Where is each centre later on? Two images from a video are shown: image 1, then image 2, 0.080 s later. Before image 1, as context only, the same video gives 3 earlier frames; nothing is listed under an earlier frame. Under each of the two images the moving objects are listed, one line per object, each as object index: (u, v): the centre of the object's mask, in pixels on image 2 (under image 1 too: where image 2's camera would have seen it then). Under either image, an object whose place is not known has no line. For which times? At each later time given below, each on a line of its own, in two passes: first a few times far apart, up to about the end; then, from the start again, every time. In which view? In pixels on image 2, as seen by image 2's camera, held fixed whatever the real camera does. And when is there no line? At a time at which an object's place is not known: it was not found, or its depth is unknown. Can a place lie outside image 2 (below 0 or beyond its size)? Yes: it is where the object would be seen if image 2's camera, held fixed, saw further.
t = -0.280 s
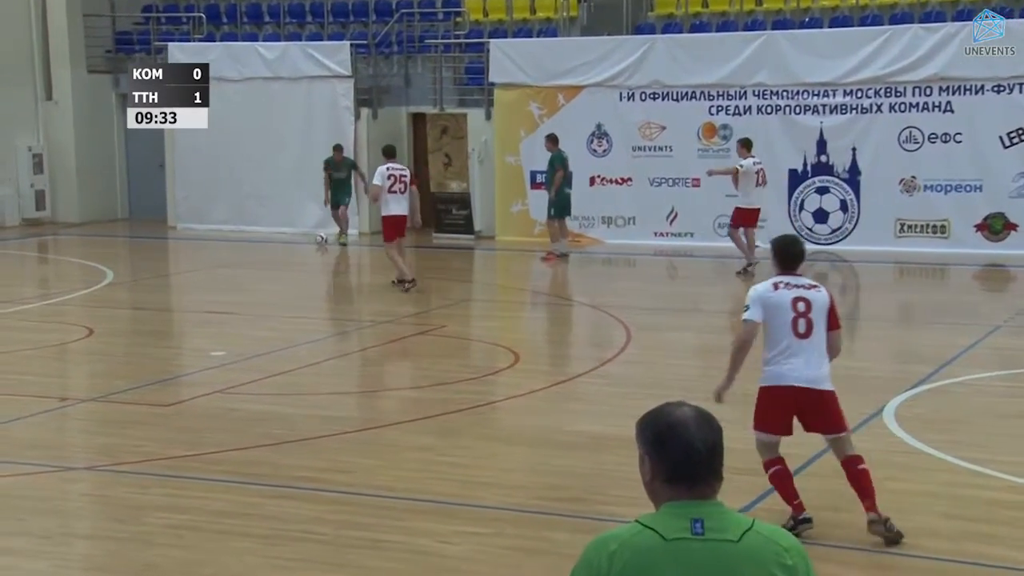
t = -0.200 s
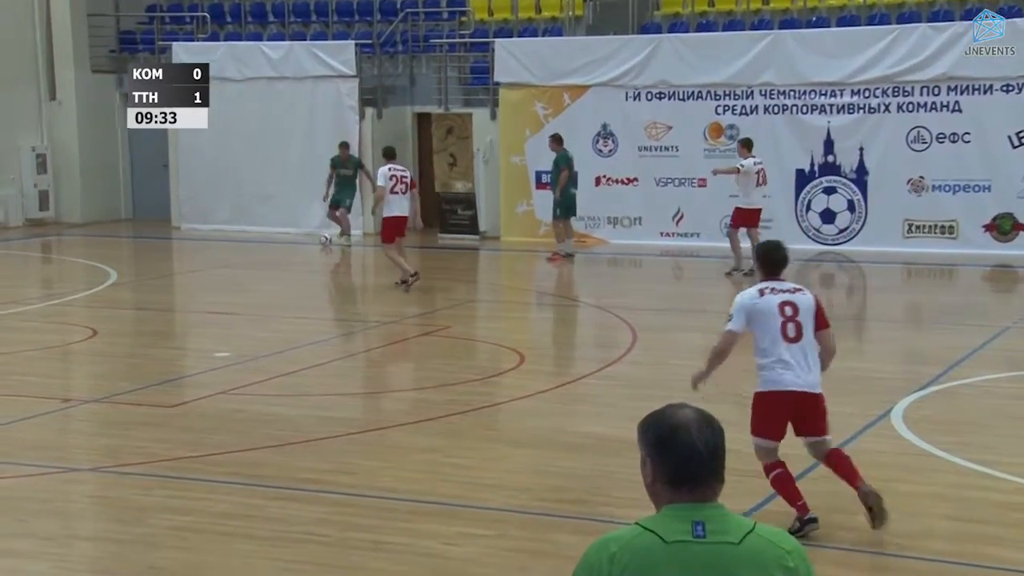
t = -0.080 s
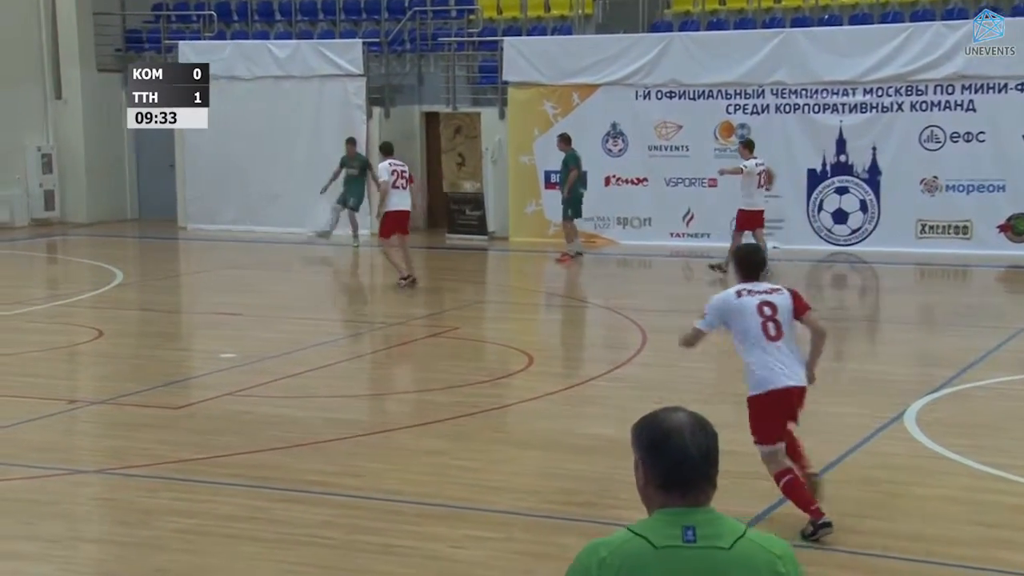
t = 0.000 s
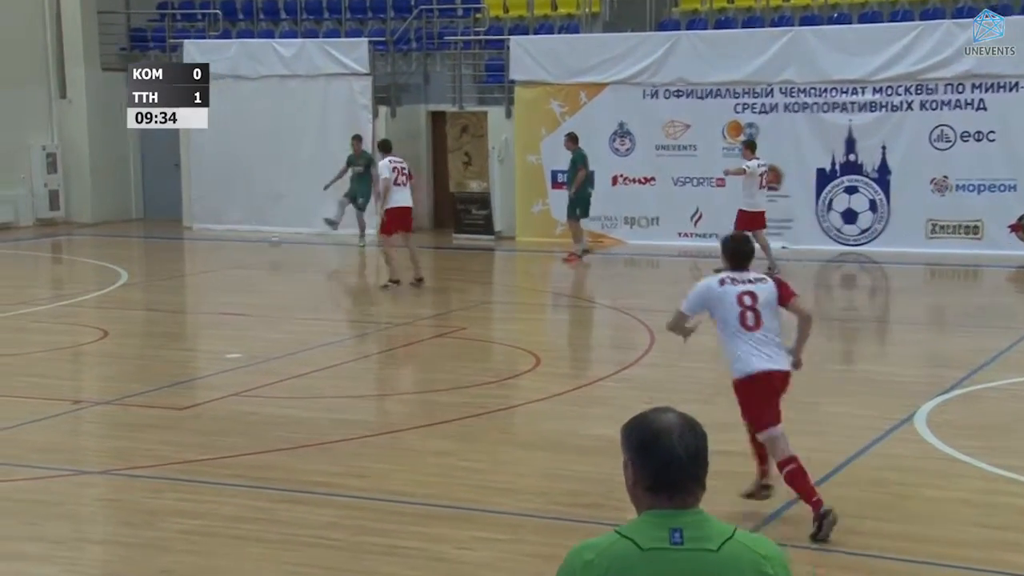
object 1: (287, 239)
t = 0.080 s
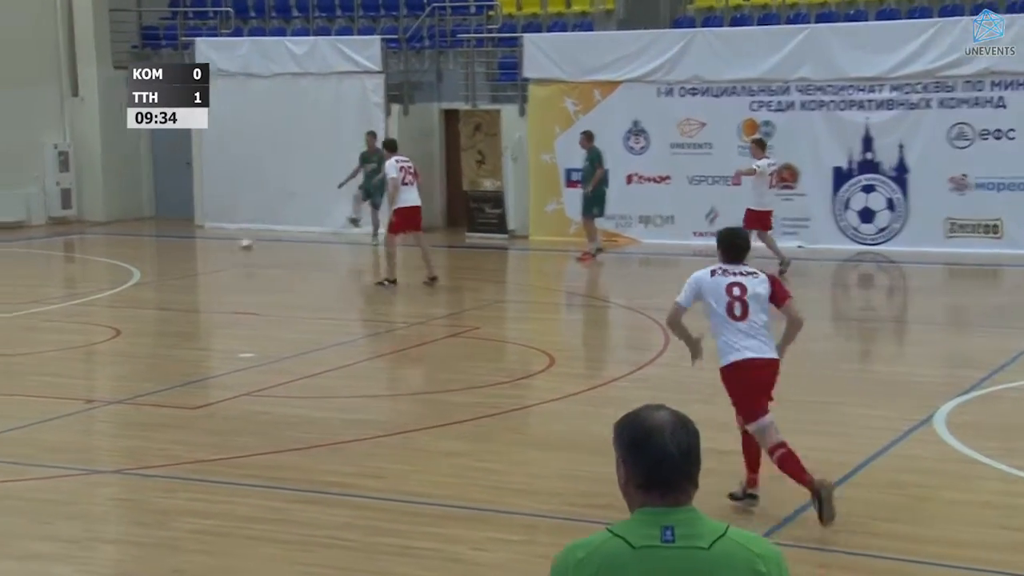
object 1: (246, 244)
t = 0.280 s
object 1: (137, 266)
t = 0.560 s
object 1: (-30, 297)
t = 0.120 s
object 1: (224, 248)
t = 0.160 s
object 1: (203, 256)
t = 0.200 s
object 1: (180, 264)
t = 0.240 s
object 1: (159, 264)
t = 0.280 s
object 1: (137, 266)
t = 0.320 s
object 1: (115, 267)
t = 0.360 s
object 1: (94, 275)
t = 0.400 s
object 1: (68, 281)
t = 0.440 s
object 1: (43, 283)
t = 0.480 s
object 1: (19, 287)
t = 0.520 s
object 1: (-4, 293)
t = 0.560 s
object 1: (-30, 297)
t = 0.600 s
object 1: (-54, 301)
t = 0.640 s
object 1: (-80, 305)
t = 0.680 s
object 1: (-107, 309)
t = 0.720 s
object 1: (-134, 313)
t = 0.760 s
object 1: (-161, 317)
